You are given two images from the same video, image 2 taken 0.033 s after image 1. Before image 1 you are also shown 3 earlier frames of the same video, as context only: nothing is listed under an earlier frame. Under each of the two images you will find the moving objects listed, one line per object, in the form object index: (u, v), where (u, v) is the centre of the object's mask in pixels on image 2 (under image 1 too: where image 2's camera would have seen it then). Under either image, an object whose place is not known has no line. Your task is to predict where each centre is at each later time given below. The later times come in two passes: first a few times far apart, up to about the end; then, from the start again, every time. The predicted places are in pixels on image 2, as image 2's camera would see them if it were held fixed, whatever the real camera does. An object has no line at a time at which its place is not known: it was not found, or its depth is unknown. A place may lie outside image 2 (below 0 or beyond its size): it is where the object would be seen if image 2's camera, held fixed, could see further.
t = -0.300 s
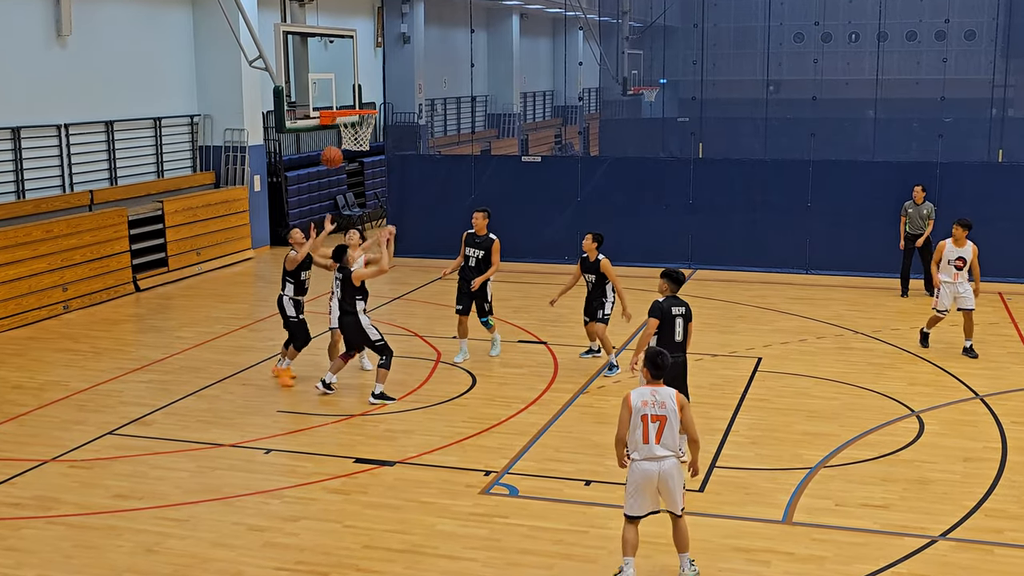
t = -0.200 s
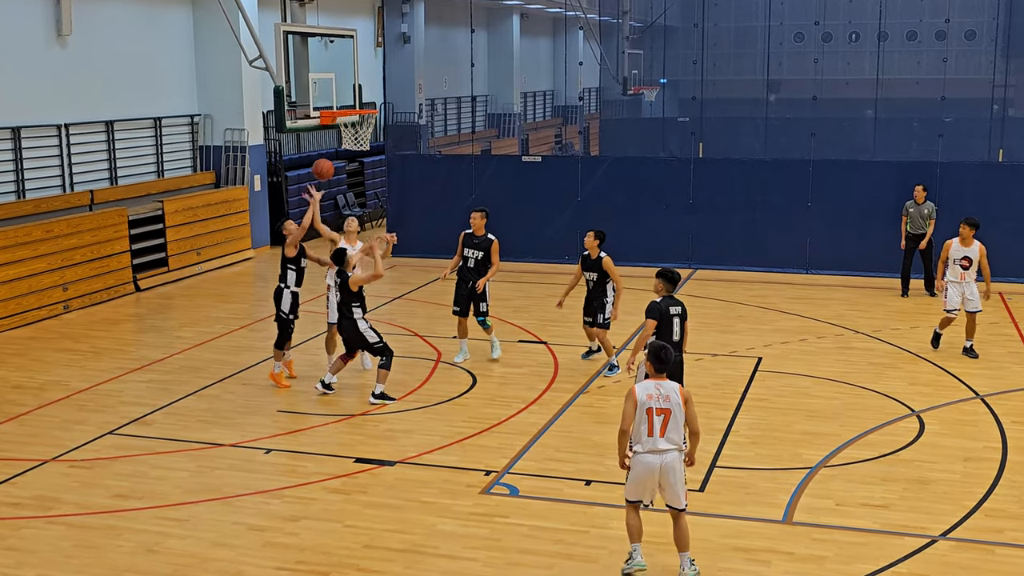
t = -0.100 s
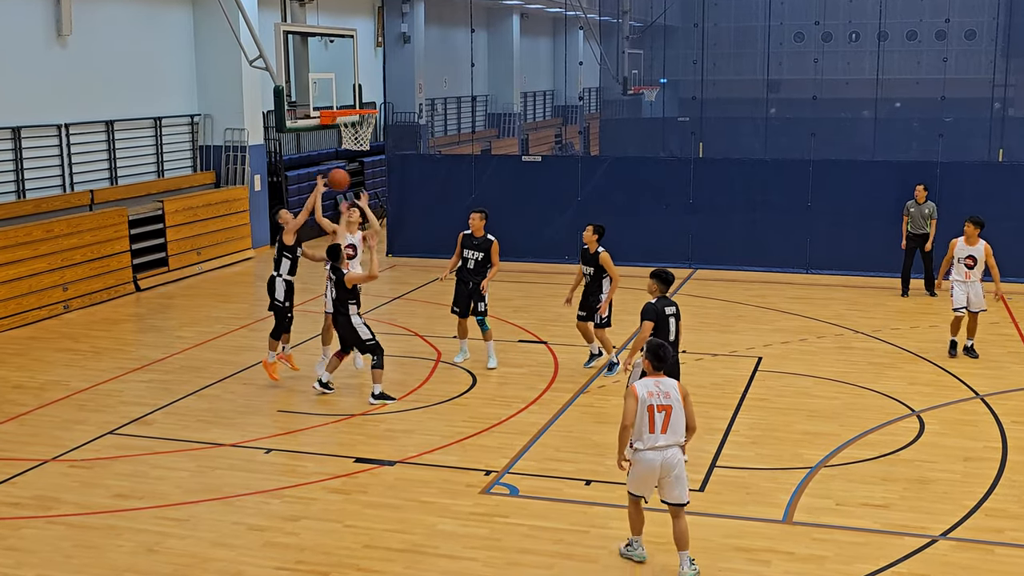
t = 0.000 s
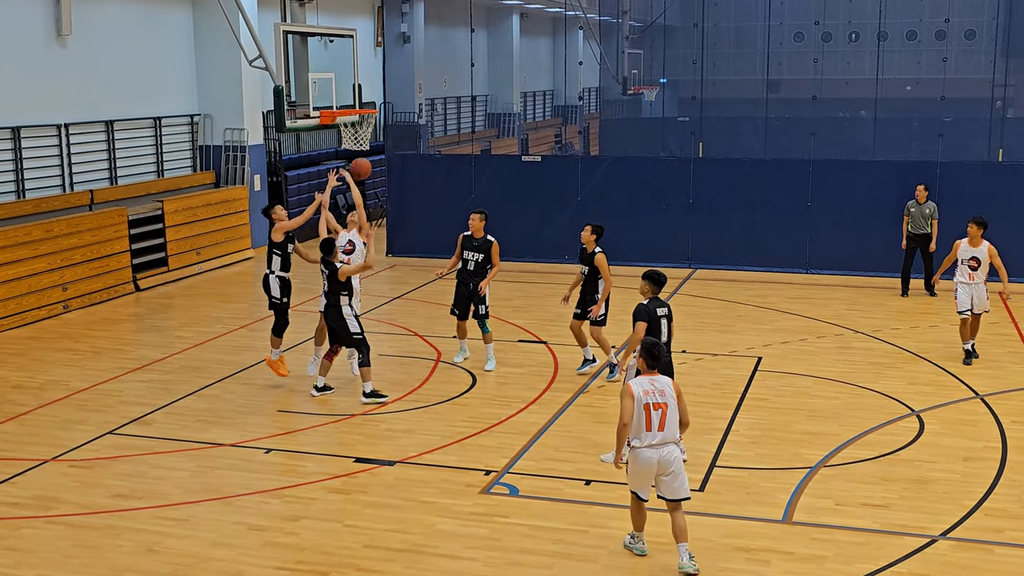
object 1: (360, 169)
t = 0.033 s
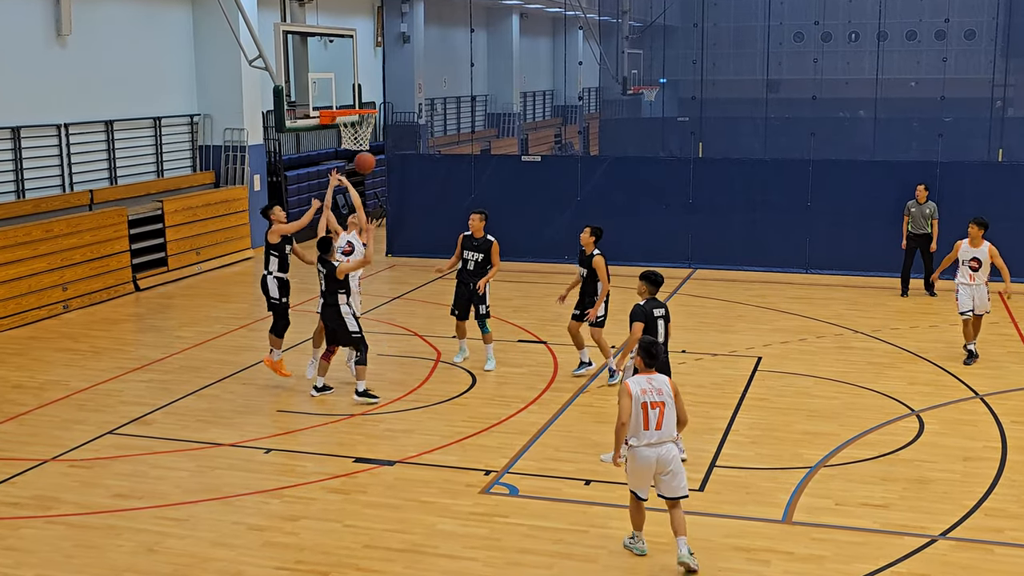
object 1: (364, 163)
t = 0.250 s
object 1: (390, 148)
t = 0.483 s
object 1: (416, 175)
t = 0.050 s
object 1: (367, 160)
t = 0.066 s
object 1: (369, 158)
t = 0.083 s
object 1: (371, 156)
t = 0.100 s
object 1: (373, 154)
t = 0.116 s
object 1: (375, 152)
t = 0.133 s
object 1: (377, 151)
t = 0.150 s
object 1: (379, 149)
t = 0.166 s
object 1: (380, 148)
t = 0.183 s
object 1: (383, 148)
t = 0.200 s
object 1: (385, 147)
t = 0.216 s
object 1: (386, 147)
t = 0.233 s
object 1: (388, 147)
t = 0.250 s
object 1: (390, 148)
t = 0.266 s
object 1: (392, 148)
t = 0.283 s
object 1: (394, 149)
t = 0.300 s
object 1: (396, 150)
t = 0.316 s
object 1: (398, 151)
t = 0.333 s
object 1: (400, 153)
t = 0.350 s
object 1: (401, 154)
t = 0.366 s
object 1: (403, 156)
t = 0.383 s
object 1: (405, 158)
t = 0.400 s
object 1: (407, 161)
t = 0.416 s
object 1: (409, 163)
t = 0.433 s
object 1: (411, 166)
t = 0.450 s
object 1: (413, 169)
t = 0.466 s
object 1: (414, 171)
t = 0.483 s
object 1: (416, 175)
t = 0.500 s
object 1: (418, 178)
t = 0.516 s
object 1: (420, 182)
